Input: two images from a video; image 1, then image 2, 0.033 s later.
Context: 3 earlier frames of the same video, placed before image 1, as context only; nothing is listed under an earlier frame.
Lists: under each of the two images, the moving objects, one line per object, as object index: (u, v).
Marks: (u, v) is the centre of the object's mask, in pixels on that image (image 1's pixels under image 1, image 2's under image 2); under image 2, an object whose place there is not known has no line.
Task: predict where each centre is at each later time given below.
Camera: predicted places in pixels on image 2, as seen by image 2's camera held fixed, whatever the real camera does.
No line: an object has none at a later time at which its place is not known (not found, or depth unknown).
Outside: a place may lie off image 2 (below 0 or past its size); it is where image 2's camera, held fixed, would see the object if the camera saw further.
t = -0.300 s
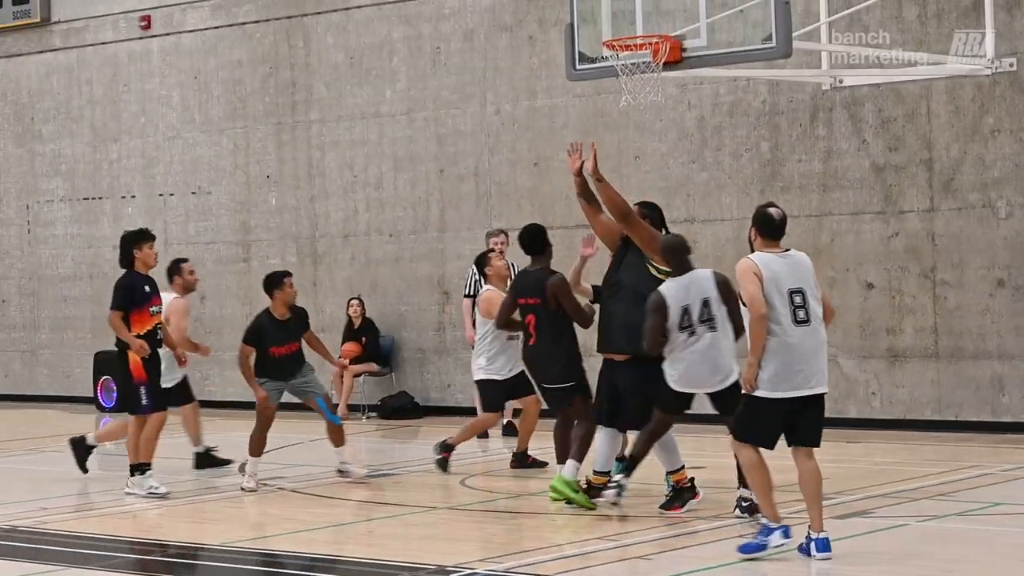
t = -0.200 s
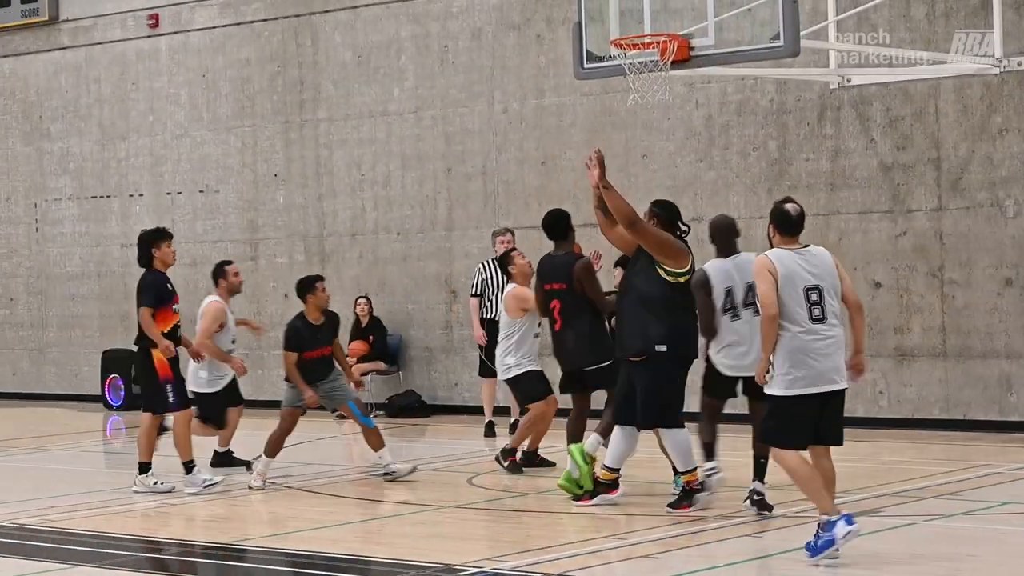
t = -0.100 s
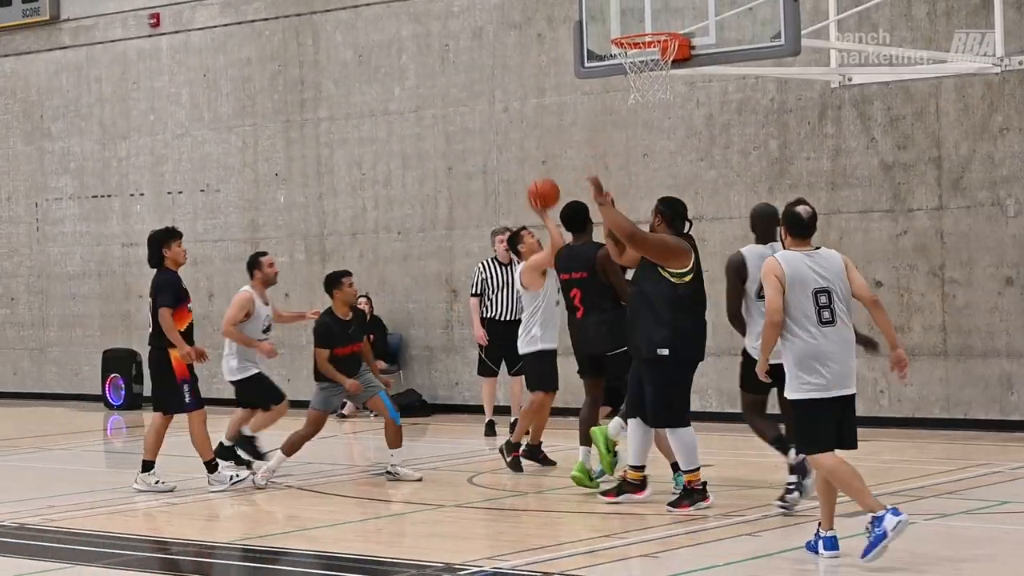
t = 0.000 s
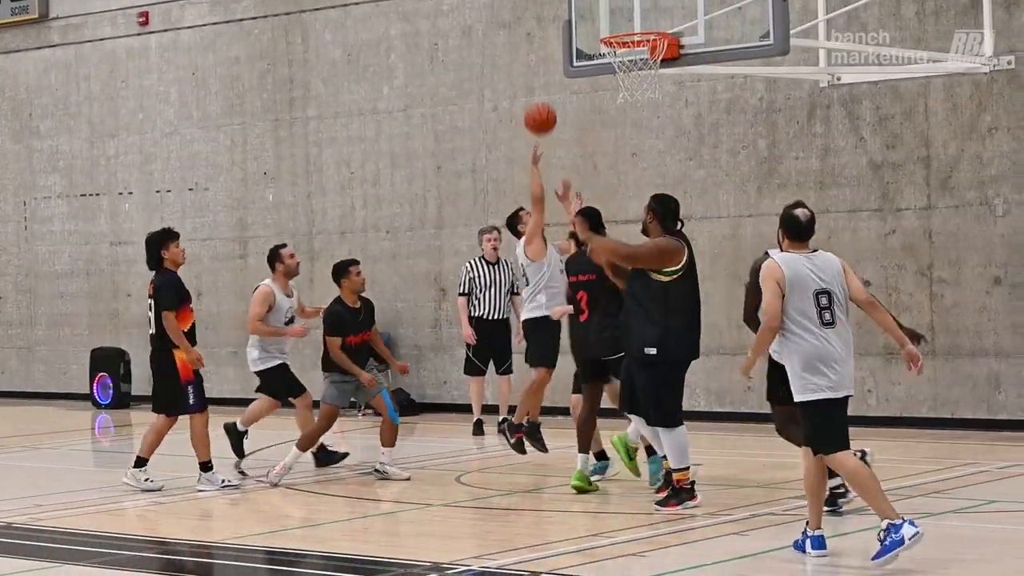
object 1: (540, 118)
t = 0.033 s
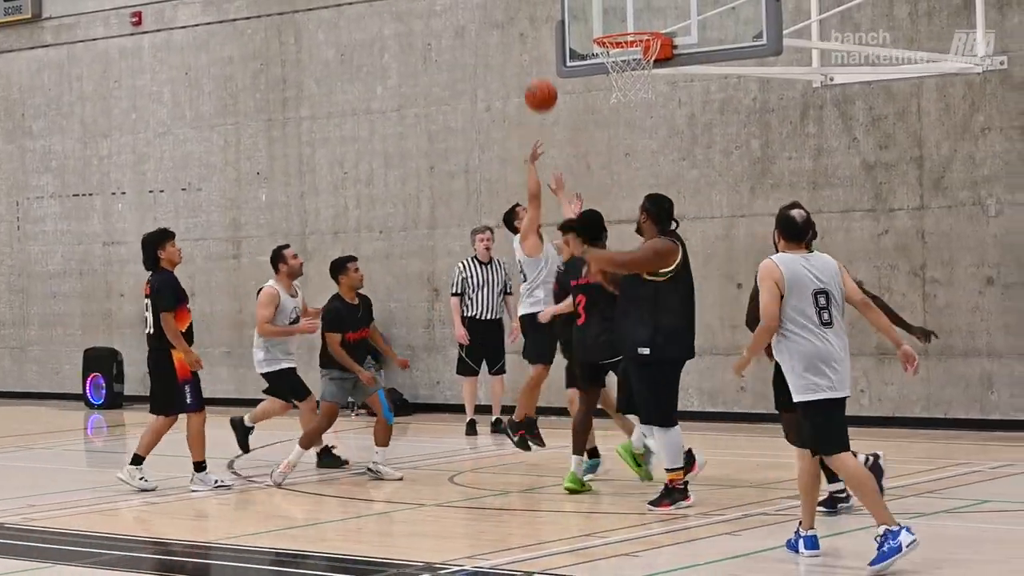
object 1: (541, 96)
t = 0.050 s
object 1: (545, 85)
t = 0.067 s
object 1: (549, 74)
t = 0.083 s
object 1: (552, 64)
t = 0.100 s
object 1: (556, 54)
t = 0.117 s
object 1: (561, 44)
